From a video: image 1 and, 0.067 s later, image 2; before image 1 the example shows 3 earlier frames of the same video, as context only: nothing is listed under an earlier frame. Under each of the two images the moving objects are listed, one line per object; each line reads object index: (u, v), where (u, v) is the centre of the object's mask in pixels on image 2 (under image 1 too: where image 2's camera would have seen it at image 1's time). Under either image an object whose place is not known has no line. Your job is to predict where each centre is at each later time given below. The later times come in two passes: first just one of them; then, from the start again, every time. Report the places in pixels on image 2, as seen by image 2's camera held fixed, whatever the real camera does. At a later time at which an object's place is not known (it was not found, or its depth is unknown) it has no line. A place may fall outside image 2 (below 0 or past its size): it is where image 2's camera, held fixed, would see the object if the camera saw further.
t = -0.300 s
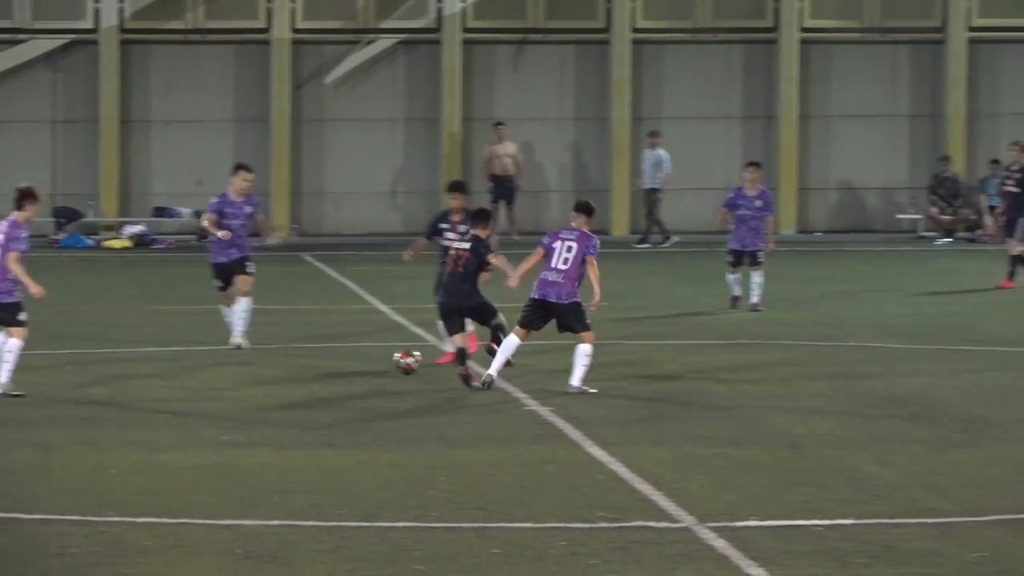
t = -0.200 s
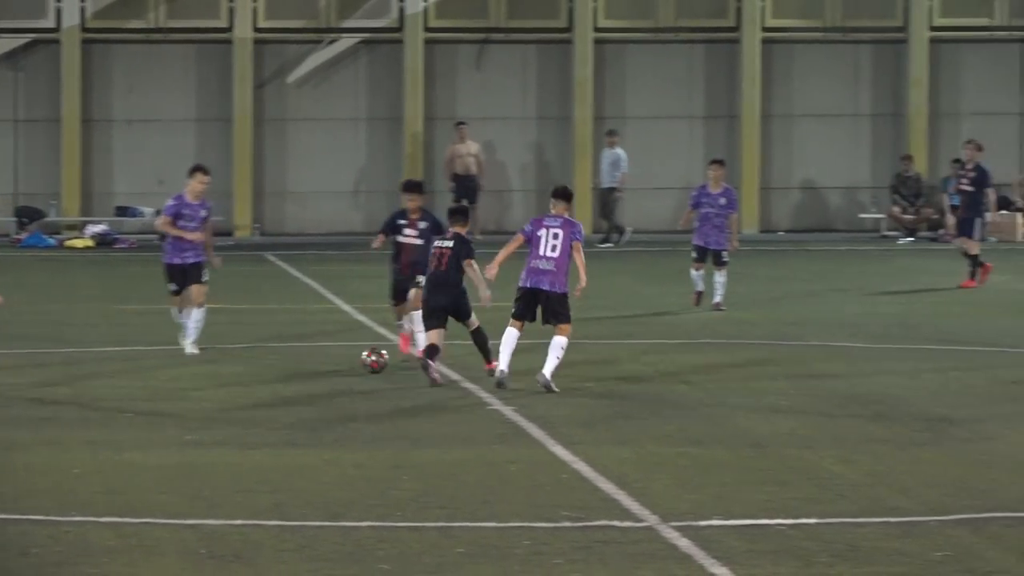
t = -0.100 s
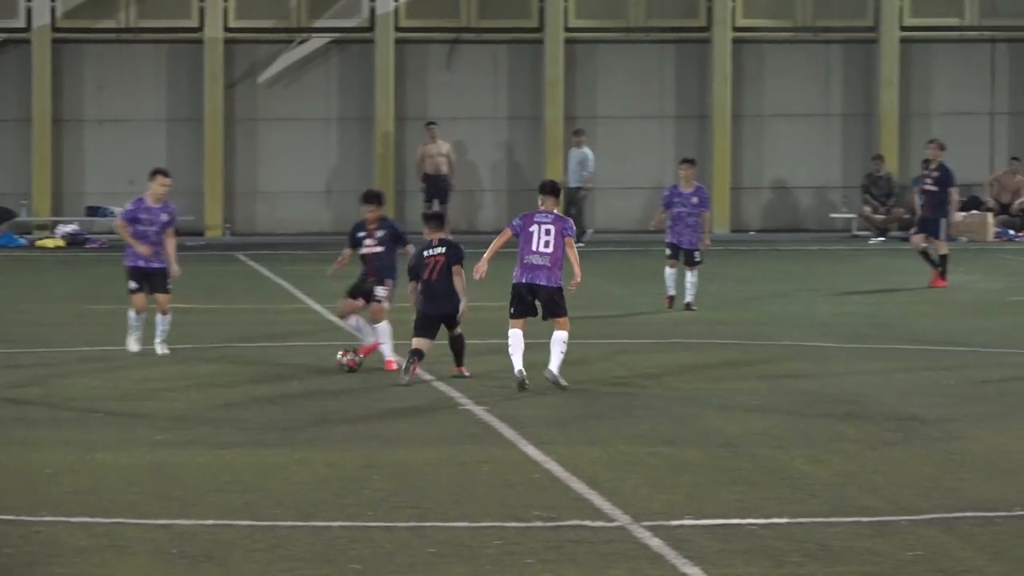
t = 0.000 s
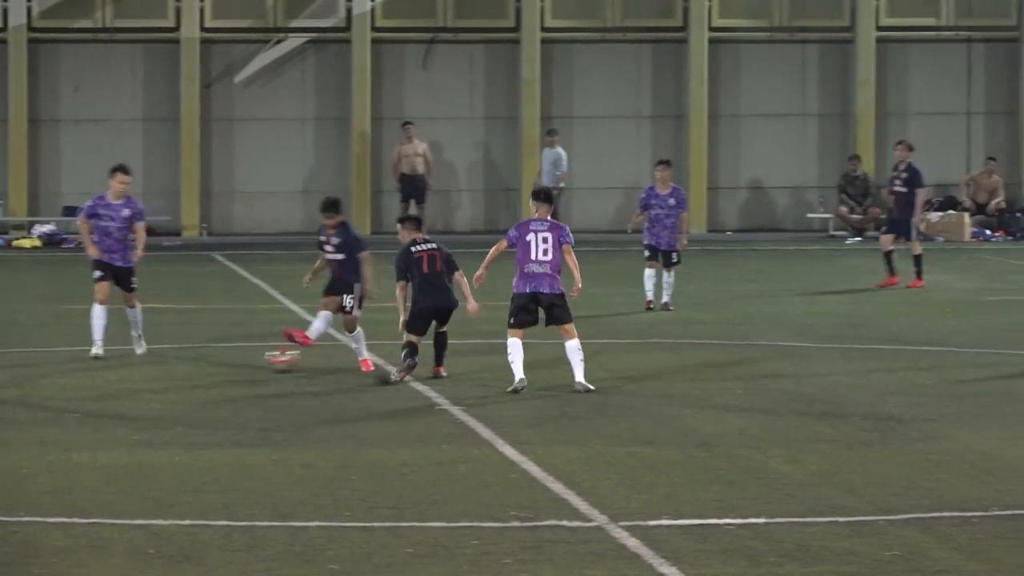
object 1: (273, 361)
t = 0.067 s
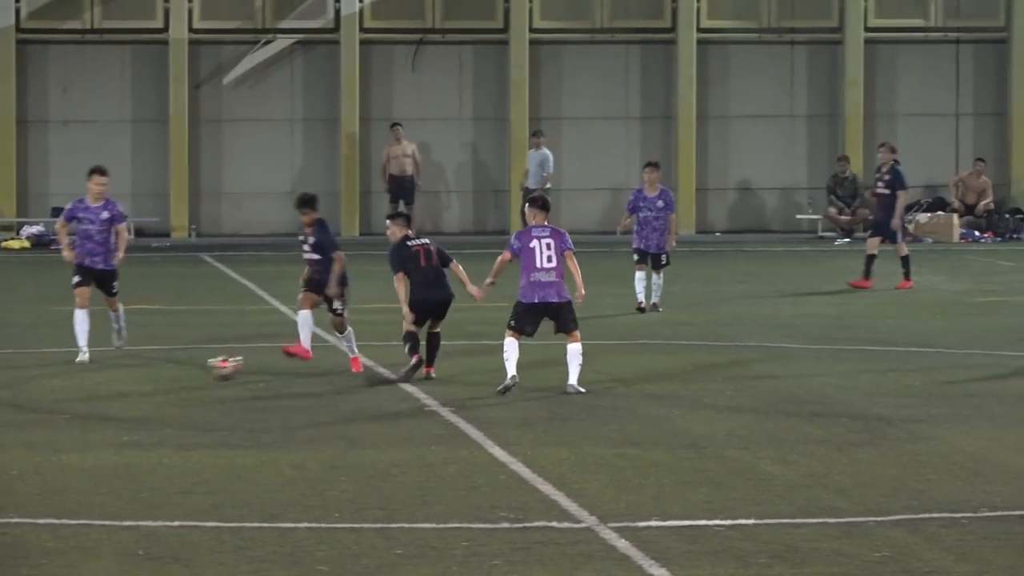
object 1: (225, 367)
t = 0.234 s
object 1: (116, 405)
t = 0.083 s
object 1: (214, 369)
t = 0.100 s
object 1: (203, 371)
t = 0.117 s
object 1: (192, 374)
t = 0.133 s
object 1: (180, 377)
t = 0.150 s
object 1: (169, 381)
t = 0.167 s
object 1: (157, 385)
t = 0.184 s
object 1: (147, 389)
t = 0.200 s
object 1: (137, 393)
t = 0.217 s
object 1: (127, 399)
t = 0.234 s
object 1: (116, 405)
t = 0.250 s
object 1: (107, 411)
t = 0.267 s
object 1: (97, 417)
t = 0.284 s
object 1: (87, 425)
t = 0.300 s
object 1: (78, 430)
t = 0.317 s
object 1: (71, 432)
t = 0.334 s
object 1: (63, 433)
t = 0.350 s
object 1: (55, 436)
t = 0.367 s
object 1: (47, 438)
